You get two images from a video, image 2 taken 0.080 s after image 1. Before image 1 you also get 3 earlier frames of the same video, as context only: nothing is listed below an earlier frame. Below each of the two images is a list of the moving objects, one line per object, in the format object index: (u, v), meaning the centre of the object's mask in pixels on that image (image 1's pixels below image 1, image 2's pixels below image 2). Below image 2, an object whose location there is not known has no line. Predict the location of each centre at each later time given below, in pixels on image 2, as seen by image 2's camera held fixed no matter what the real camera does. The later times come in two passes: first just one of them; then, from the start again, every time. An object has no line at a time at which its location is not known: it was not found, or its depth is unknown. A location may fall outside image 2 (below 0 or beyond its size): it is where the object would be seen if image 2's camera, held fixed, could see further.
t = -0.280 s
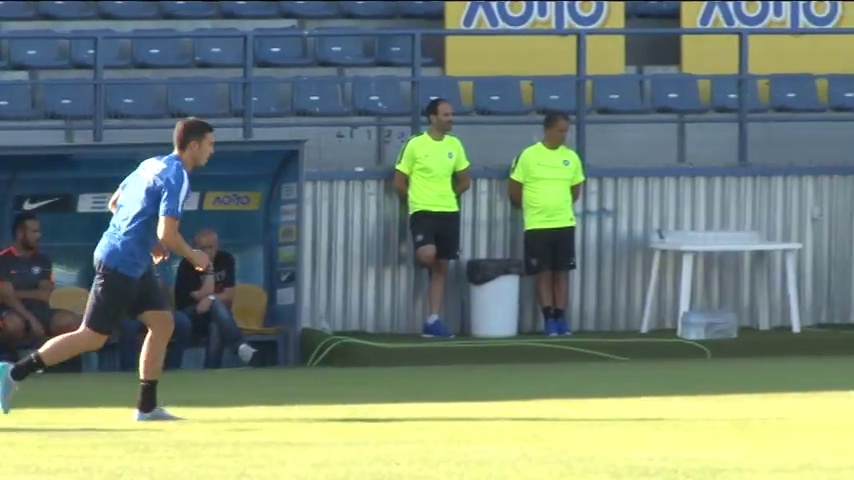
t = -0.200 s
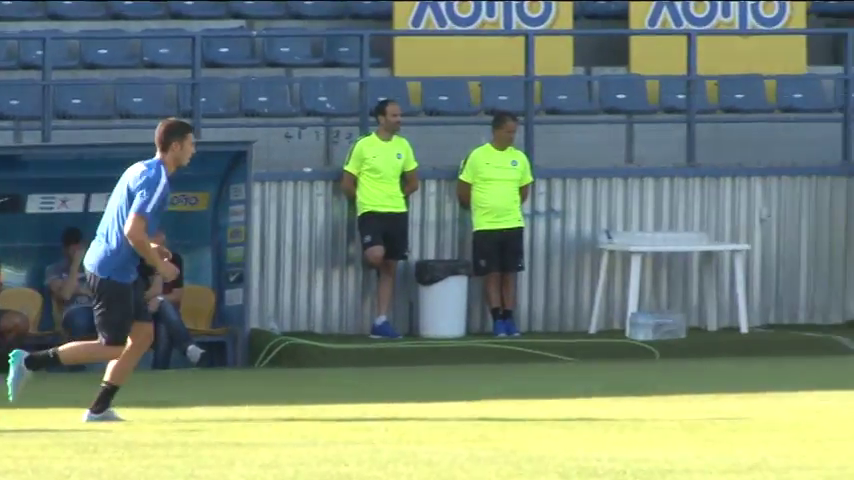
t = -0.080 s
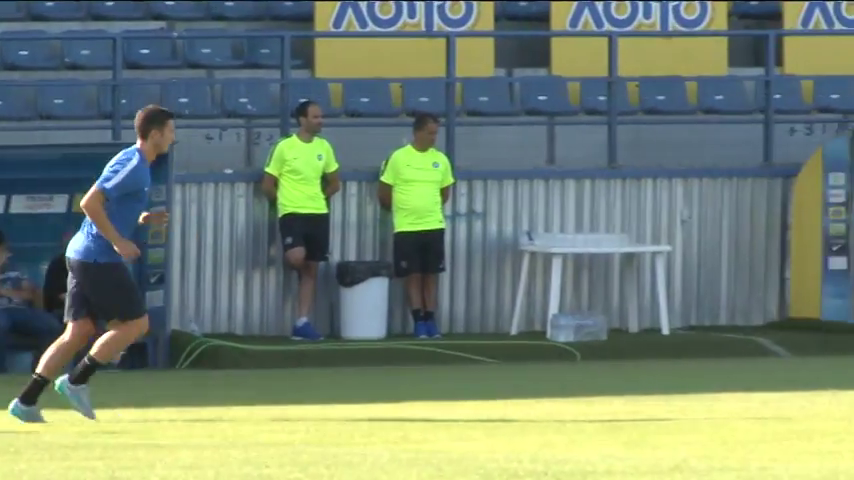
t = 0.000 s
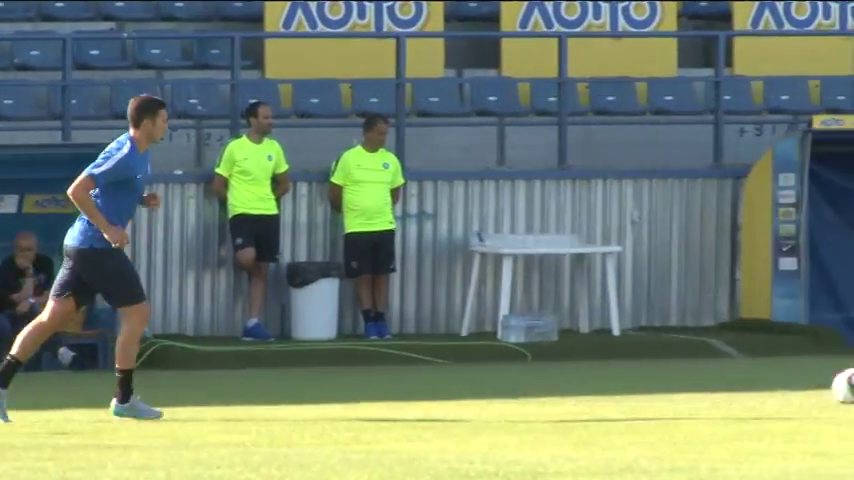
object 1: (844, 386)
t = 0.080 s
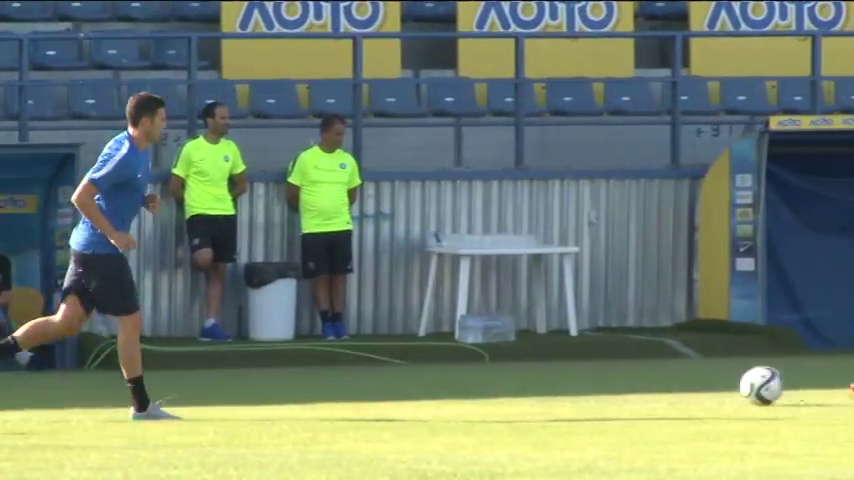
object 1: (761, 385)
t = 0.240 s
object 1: (672, 393)
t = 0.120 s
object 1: (737, 388)
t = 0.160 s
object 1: (713, 391)
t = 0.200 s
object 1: (691, 392)
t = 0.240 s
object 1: (672, 393)
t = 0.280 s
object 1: (652, 394)
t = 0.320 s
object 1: (635, 396)
